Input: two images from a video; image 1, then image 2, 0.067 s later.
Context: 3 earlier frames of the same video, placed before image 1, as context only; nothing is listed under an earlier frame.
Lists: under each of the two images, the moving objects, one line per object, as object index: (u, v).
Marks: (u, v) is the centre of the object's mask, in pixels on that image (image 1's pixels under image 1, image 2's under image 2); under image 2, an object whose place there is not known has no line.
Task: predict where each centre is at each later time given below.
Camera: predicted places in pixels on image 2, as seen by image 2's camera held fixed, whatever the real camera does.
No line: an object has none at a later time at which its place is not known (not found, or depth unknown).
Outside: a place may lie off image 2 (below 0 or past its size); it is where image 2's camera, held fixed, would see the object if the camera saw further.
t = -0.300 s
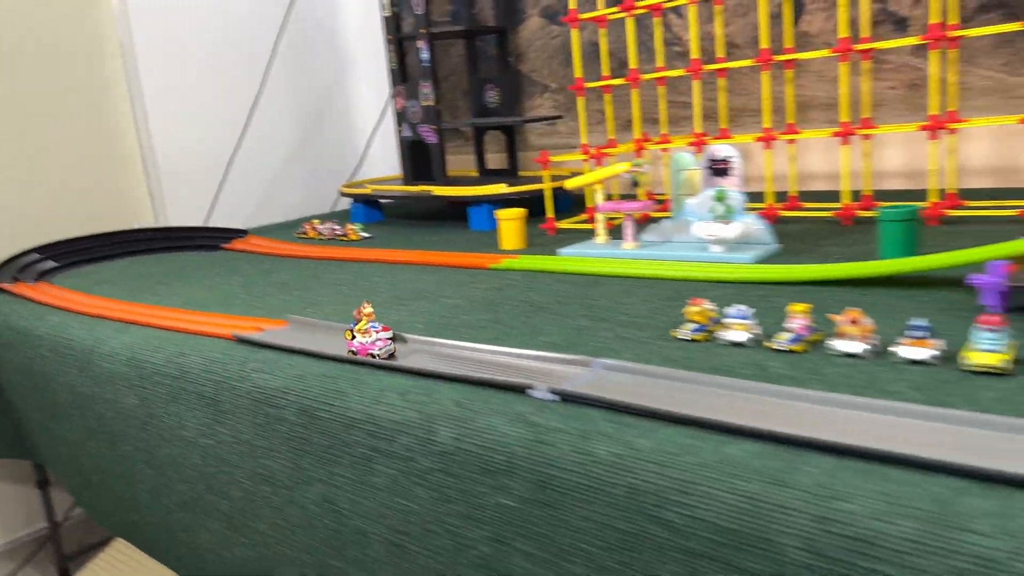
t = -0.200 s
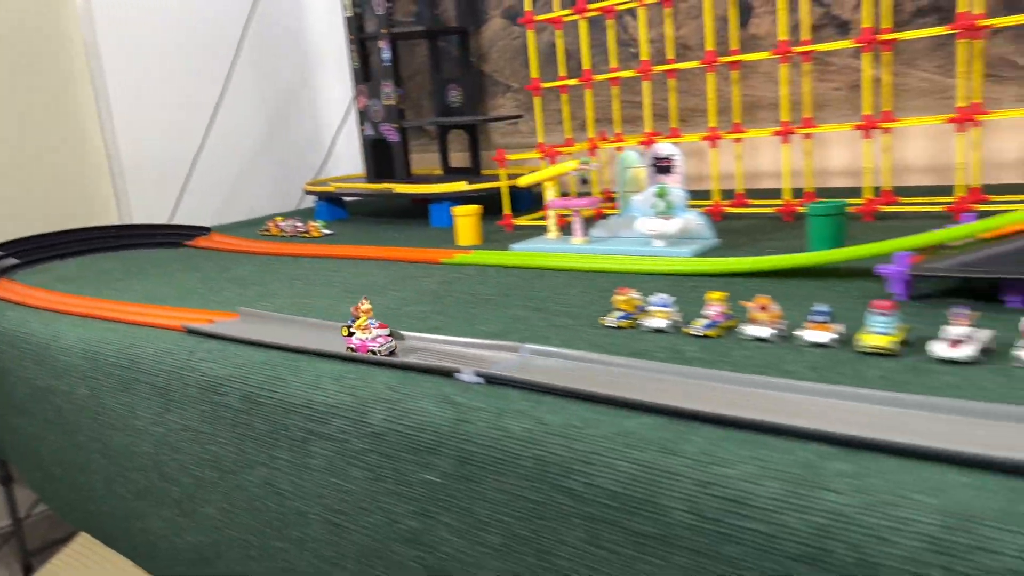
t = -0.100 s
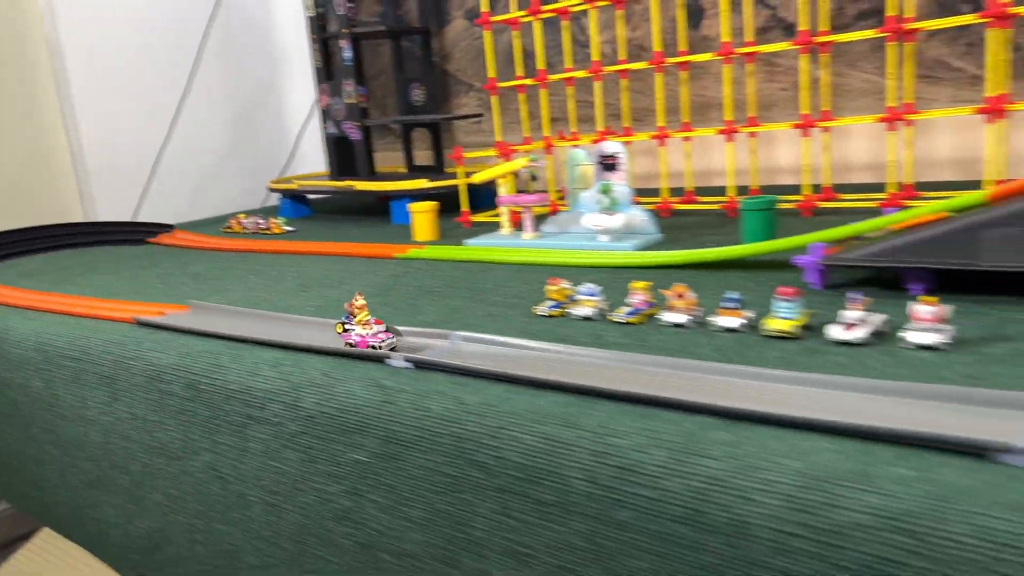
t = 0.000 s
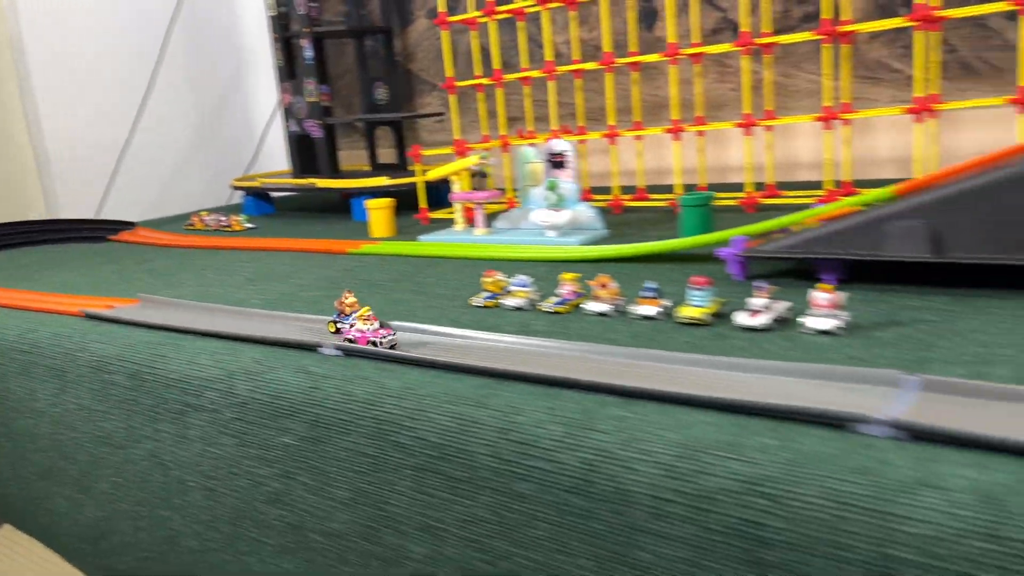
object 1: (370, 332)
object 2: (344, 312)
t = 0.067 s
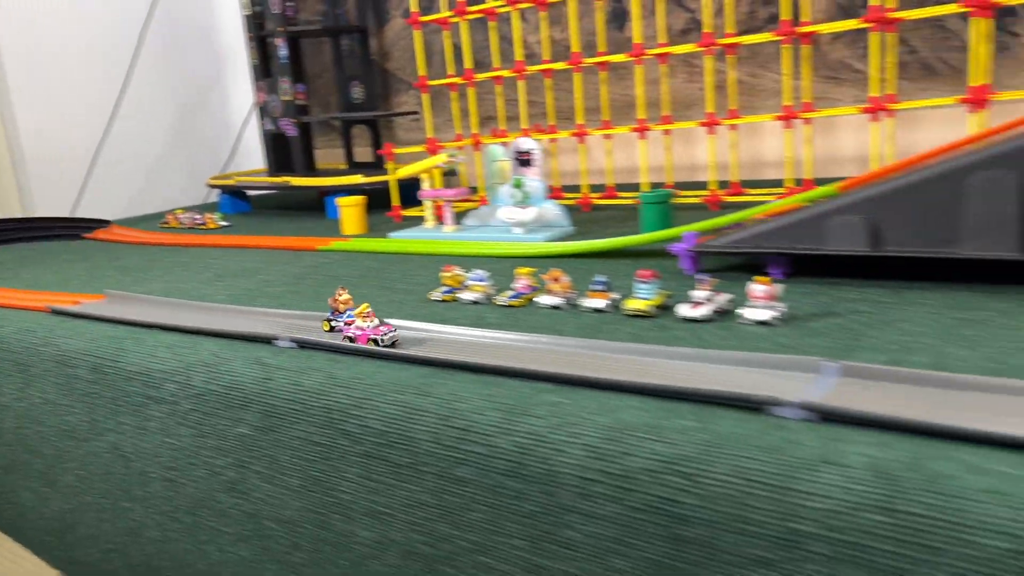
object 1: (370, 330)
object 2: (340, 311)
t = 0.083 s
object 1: (382, 331)
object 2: (350, 313)
